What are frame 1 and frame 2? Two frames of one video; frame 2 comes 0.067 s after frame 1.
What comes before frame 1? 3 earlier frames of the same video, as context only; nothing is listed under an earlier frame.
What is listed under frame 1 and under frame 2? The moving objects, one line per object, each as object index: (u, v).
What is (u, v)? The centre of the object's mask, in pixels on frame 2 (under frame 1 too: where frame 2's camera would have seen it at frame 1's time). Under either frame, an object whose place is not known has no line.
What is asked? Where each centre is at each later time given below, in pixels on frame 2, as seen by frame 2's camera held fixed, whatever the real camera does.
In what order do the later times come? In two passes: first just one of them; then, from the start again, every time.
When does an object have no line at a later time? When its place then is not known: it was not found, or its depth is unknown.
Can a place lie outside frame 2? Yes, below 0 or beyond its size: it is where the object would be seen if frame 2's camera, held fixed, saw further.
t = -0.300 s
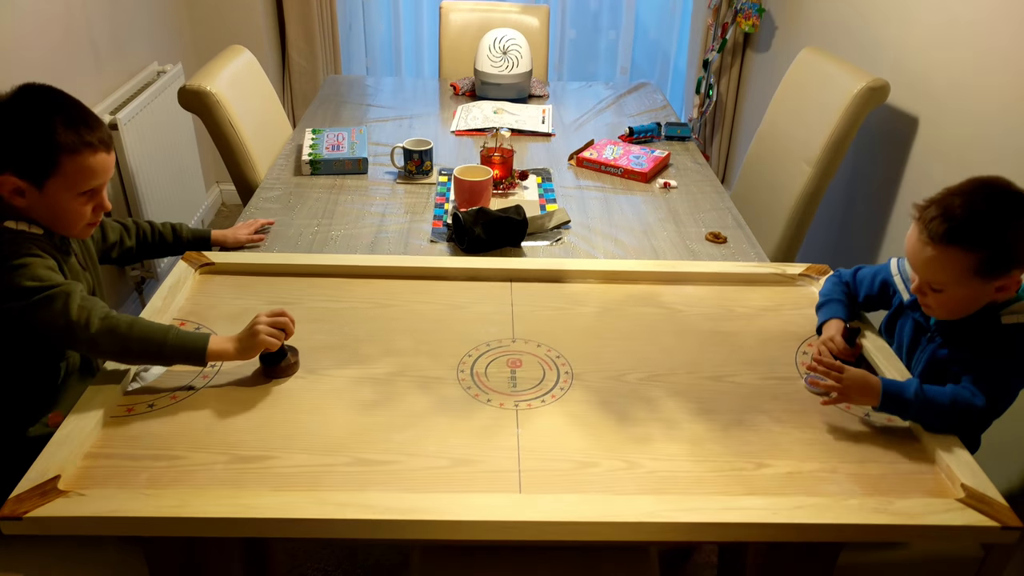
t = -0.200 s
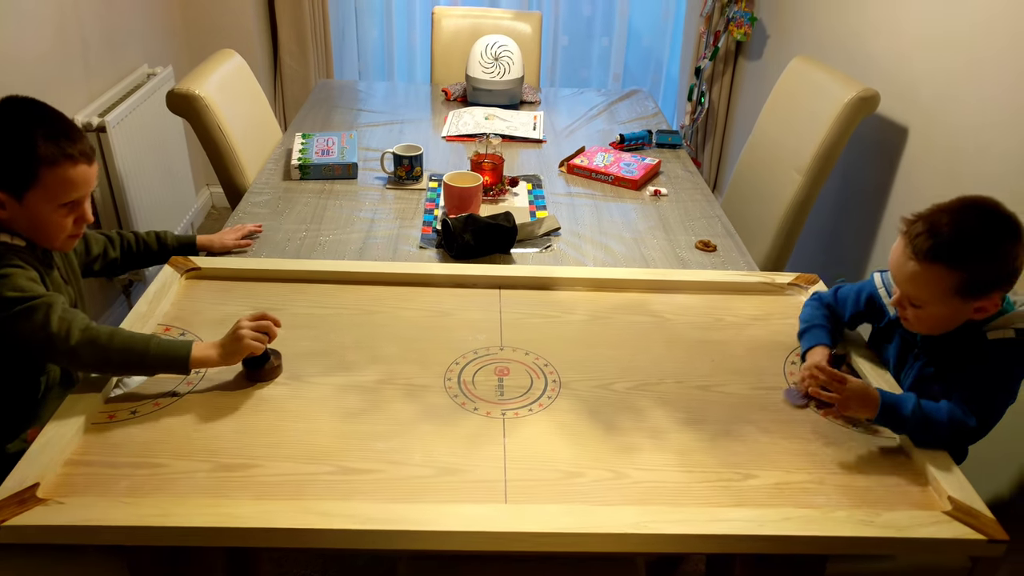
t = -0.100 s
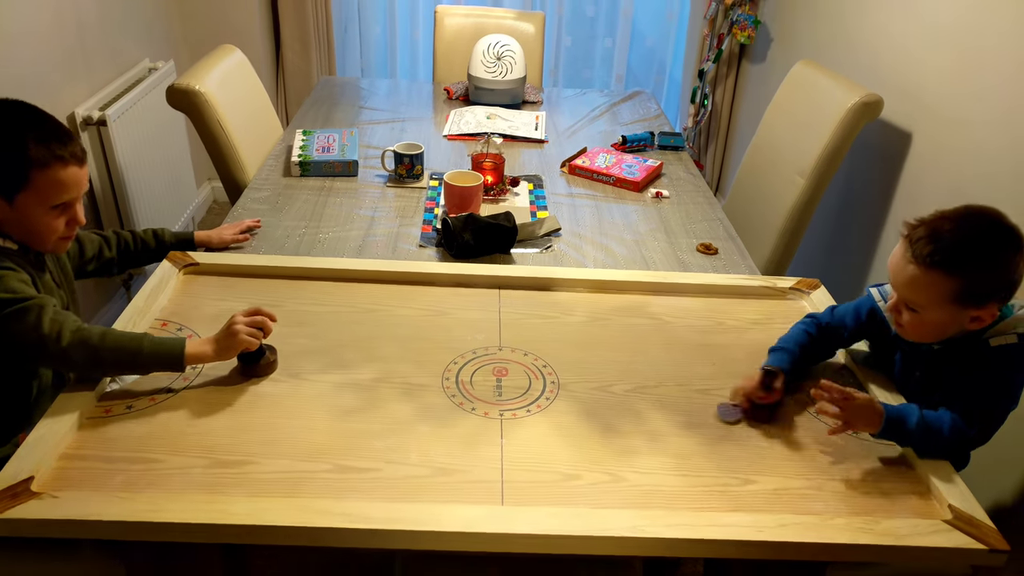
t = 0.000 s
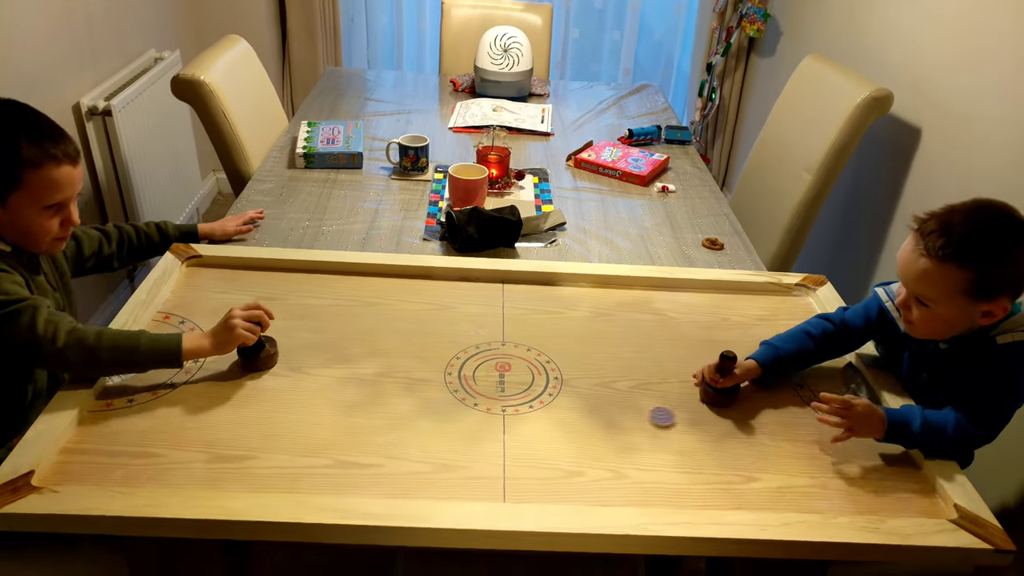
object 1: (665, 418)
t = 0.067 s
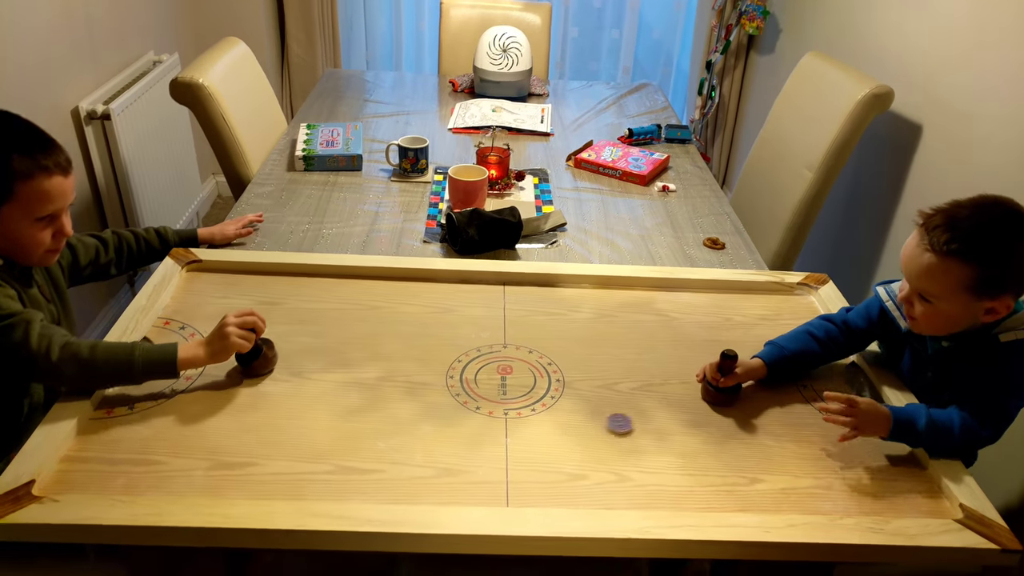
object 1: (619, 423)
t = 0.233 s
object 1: (519, 433)
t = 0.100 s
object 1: (599, 425)
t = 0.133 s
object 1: (578, 427)
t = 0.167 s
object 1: (557, 429)
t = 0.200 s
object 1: (538, 432)
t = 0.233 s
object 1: (519, 433)
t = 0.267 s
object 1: (502, 435)
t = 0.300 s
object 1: (485, 437)
